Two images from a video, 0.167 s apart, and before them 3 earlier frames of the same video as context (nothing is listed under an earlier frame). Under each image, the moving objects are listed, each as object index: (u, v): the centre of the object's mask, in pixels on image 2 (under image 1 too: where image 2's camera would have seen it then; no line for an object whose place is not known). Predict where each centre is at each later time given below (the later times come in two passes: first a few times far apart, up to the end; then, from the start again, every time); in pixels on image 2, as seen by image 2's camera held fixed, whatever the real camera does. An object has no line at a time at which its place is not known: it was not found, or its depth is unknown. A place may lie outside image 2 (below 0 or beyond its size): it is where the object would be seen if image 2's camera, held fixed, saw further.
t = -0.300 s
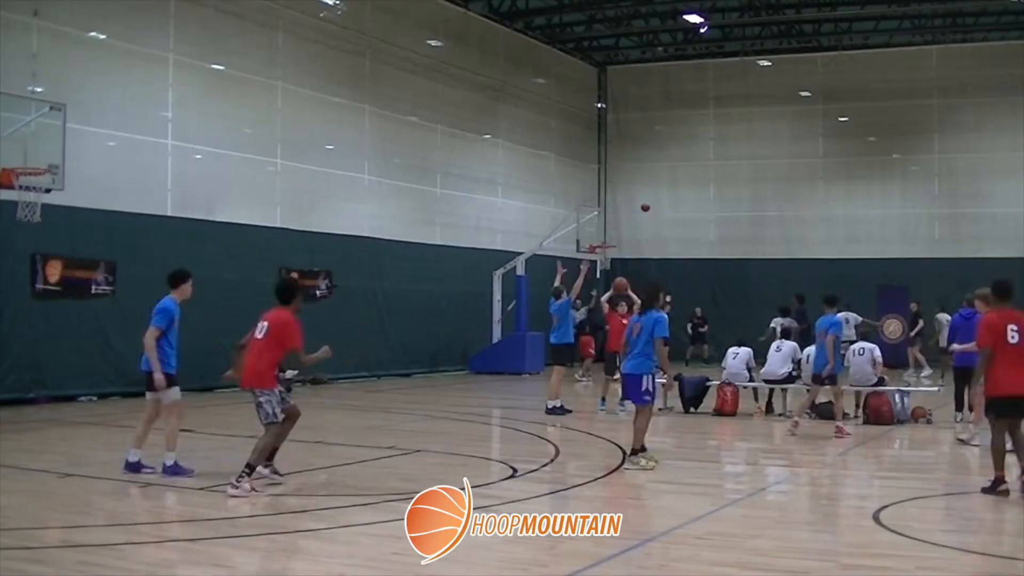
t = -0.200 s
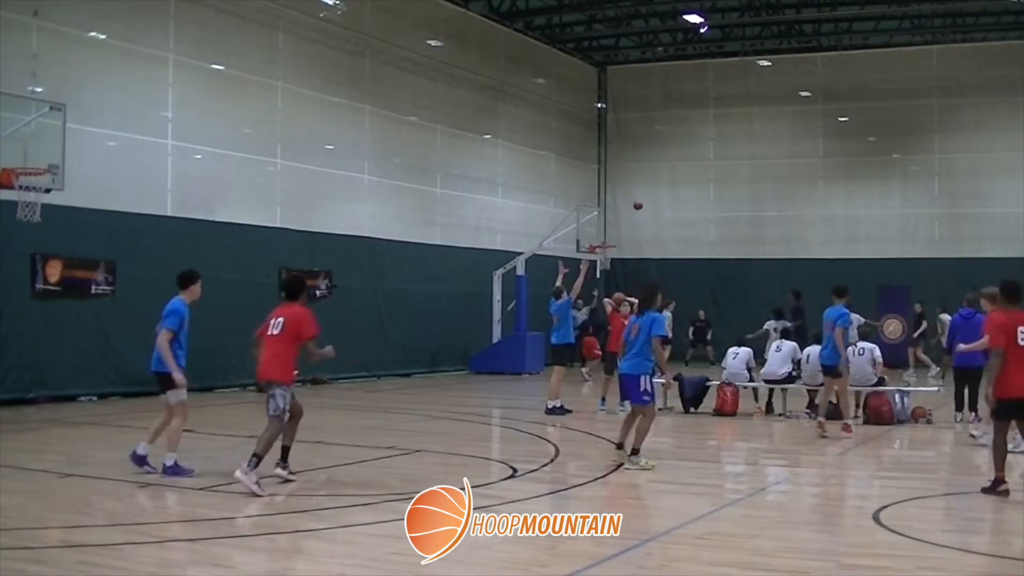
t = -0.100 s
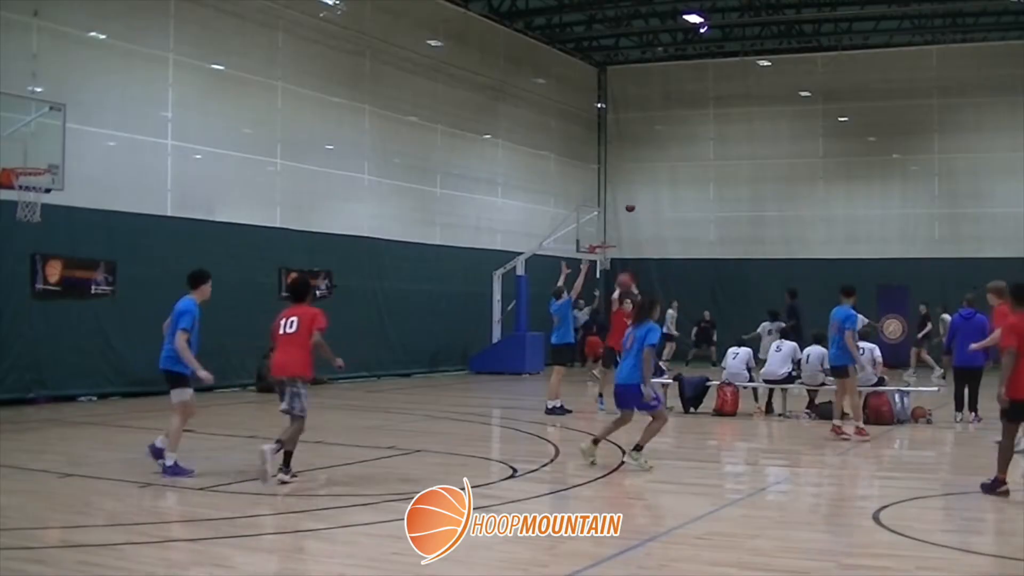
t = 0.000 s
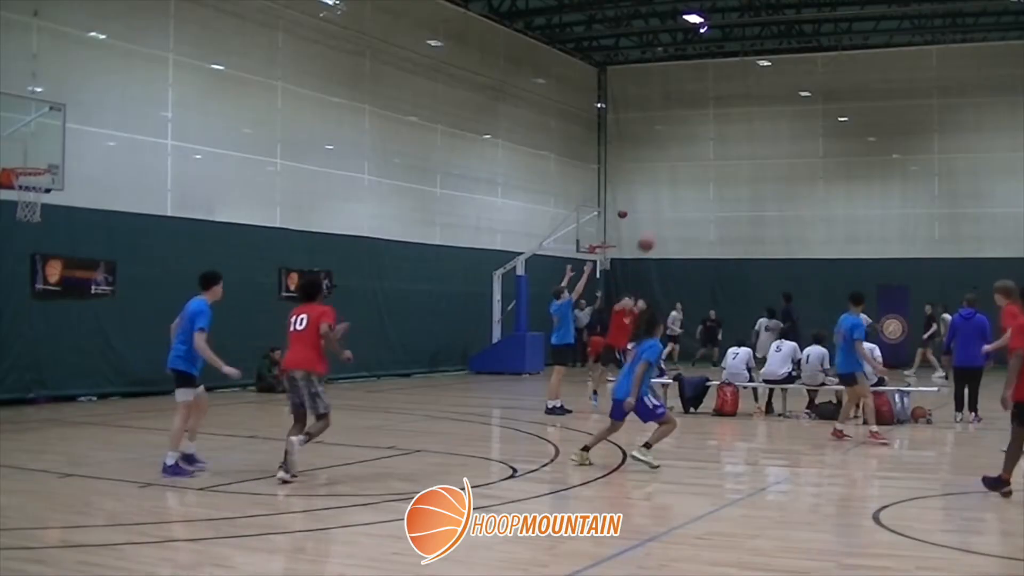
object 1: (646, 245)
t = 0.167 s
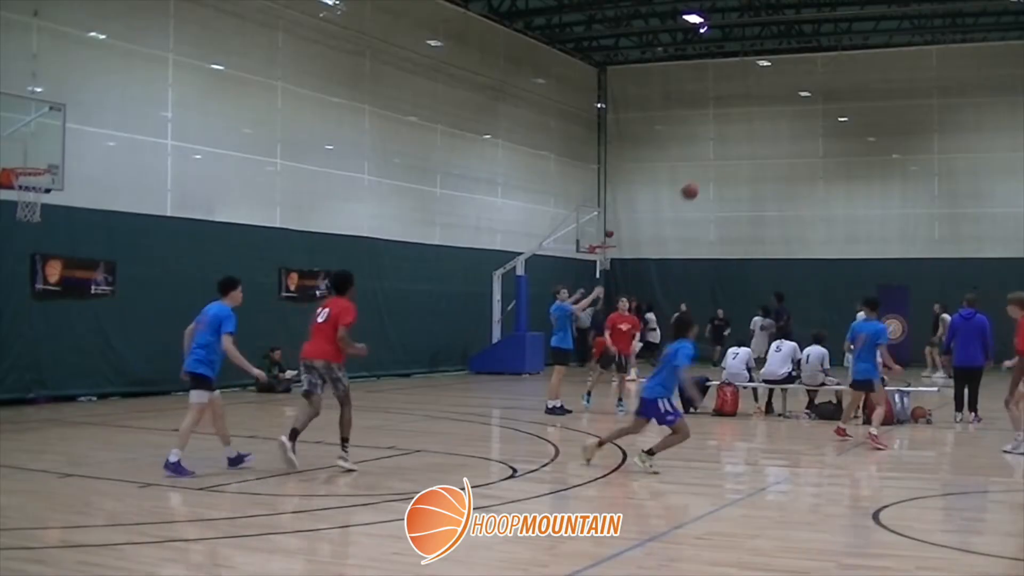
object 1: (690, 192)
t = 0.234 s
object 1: (709, 175)
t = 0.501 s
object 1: (802, 130)
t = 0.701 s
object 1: (889, 132)
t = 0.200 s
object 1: (699, 183)
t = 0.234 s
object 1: (709, 175)
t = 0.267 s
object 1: (719, 167)
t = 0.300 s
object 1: (730, 160)
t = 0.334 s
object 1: (741, 153)
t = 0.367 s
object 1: (753, 147)
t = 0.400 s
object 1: (765, 141)
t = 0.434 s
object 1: (777, 137)
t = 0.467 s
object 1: (789, 133)
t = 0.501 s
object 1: (802, 130)
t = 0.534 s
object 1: (815, 128)
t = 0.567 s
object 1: (830, 126)
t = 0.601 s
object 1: (844, 125)
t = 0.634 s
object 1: (858, 126)
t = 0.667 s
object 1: (873, 128)
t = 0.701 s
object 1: (889, 132)
